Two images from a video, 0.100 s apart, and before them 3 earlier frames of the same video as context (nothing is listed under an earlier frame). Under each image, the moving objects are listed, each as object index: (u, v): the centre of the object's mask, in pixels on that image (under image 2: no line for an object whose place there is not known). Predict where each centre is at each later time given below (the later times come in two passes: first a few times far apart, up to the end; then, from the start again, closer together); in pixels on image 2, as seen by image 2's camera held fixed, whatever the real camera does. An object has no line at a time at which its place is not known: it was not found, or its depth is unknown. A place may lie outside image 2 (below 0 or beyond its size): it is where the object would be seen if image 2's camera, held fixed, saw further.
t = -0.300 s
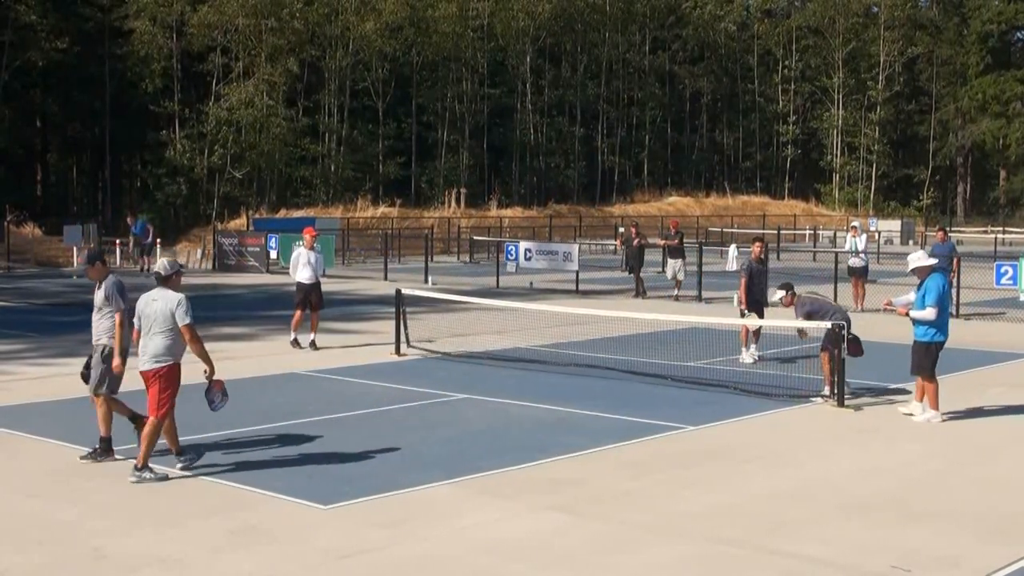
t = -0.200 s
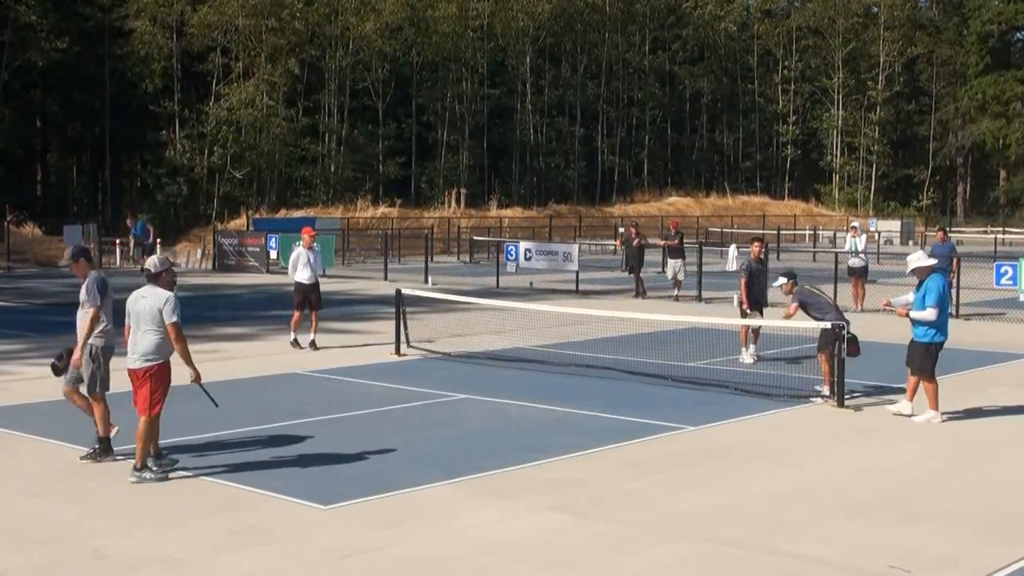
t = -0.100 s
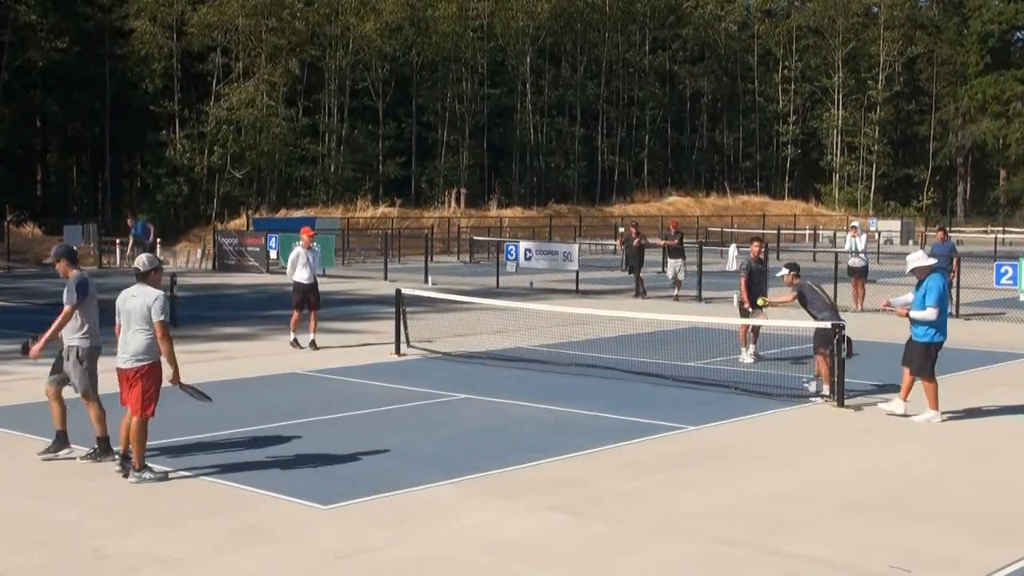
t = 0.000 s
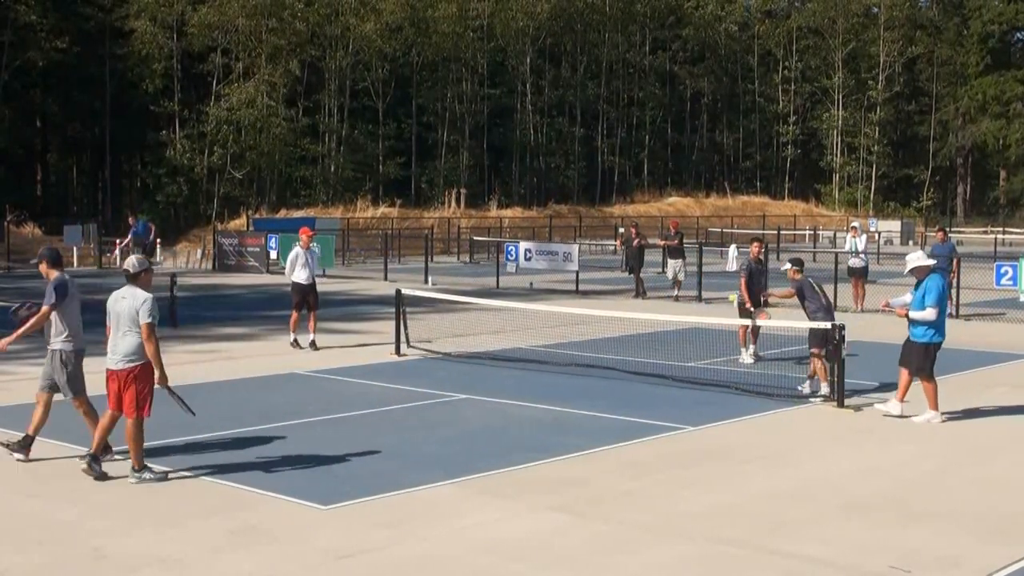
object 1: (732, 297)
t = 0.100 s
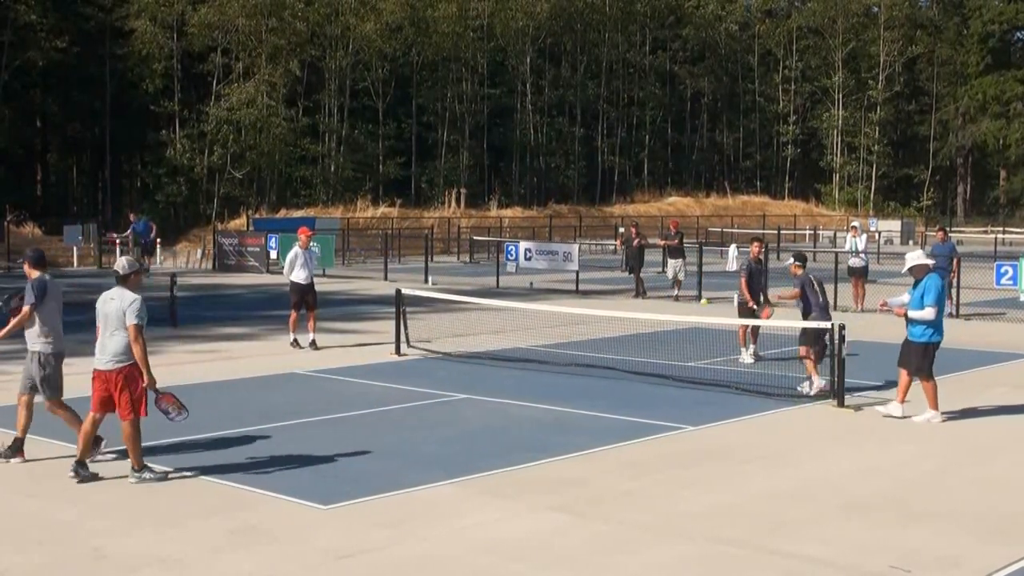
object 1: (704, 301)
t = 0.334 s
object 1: (635, 347)
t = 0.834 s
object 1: (538, 363)
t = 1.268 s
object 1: (478, 399)
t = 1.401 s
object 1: (461, 393)
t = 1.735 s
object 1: (416, 414)
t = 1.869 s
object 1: (399, 415)
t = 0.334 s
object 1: (635, 347)
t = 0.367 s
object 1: (626, 358)
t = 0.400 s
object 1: (616, 369)
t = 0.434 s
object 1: (606, 383)
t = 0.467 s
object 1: (595, 396)
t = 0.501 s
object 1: (587, 409)
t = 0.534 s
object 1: (581, 400)
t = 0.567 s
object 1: (576, 391)
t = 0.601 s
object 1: (572, 384)
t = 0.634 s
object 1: (567, 379)
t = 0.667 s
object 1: (562, 373)
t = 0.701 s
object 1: (558, 368)
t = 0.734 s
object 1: (553, 366)
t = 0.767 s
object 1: (549, 364)
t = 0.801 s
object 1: (543, 363)
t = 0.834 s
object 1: (538, 363)
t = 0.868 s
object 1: (533, 364)
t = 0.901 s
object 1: (529, 367)
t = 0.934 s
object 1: (525, 370)
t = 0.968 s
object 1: (520, 375)
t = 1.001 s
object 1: (515, 381)
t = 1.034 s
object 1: (510, 388)
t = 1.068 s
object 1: (506, 396)
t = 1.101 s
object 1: (501, 404)
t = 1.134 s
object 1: (497, 415)
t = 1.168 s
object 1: (492, 414)
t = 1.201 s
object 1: (487, 408)
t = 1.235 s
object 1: (483, 403)
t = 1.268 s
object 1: (478, 399)
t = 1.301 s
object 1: (474, 396)
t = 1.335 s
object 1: (470, 394)
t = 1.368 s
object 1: (465, 393)
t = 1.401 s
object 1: (461, 393)
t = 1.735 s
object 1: (416, 414)
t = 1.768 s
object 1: (412, 412)
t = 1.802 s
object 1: (408, 412)
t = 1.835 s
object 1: (403, 413)
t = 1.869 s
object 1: (399, 415)
